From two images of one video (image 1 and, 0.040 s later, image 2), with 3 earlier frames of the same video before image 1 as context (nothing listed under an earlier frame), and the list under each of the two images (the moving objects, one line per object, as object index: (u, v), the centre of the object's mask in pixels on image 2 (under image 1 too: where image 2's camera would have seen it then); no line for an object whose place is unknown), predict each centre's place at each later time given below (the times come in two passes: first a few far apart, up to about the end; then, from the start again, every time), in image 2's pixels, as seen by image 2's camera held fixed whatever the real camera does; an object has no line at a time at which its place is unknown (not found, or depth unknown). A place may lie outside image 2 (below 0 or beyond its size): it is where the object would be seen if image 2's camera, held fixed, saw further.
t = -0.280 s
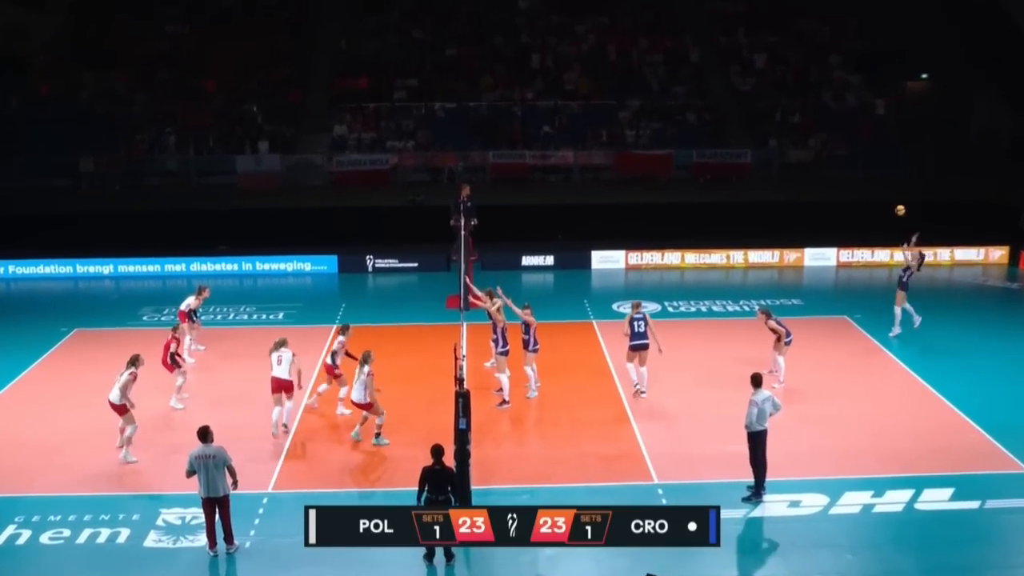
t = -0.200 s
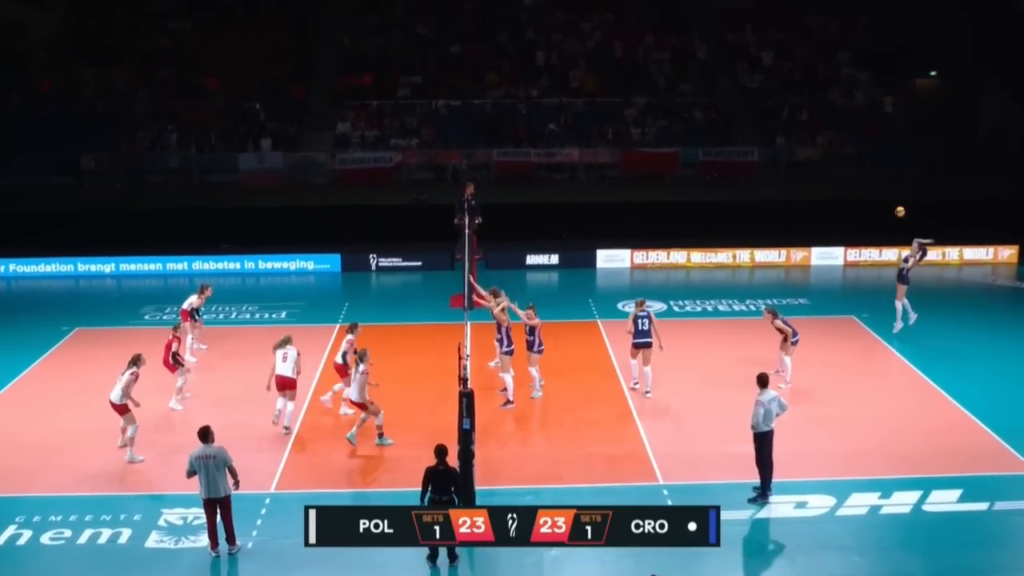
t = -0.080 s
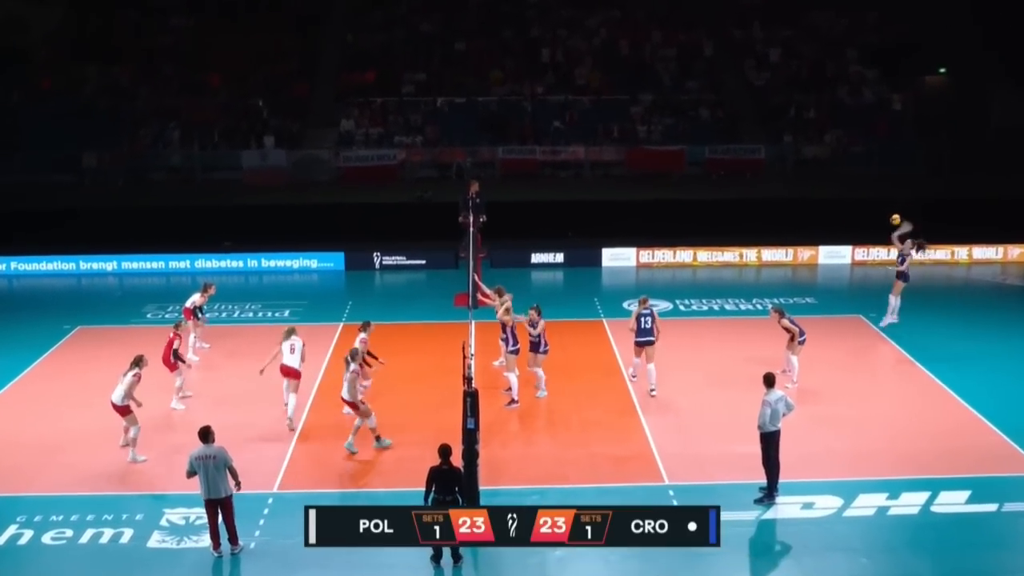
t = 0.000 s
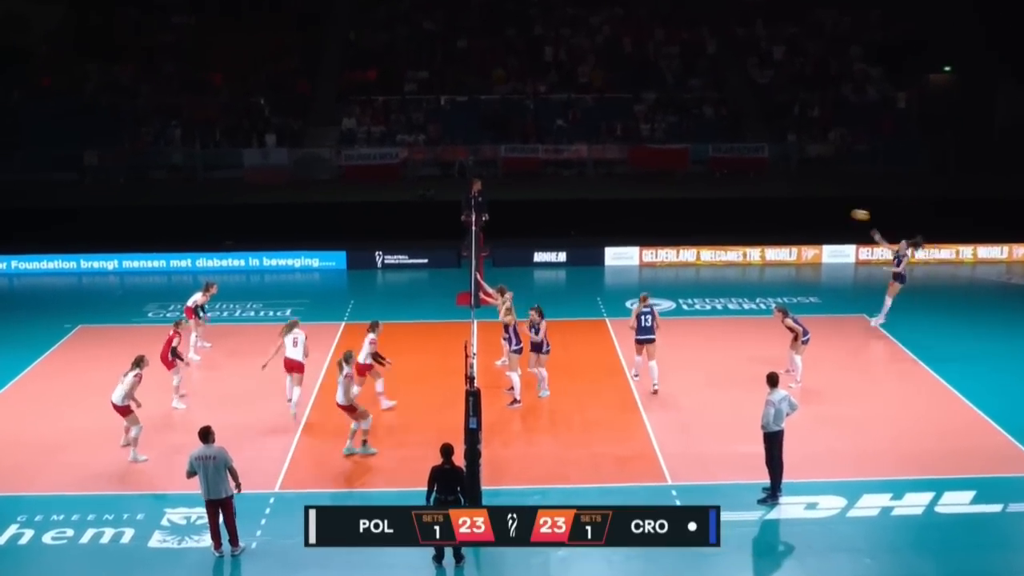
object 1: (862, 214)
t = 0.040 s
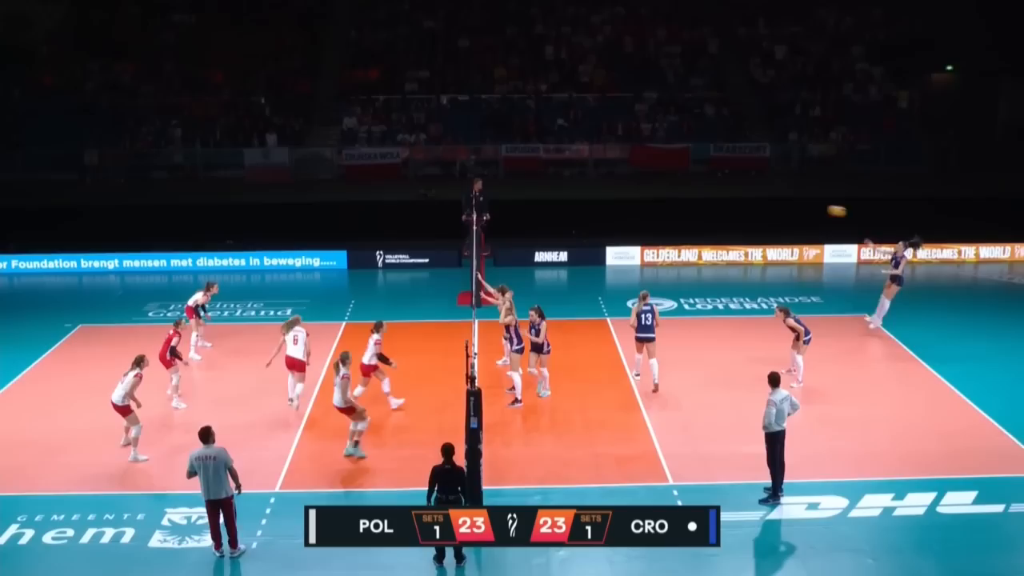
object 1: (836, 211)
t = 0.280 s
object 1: (678, 200)
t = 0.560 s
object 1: (475, 223)
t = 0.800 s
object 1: (289, 283)
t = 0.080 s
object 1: (811, 208)
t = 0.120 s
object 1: (785, 205)
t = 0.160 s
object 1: (759, 203)
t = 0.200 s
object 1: (732, 201)
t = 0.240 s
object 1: (705, 201)
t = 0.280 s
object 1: (678, 200)
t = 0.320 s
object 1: (650, 200)
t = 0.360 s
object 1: (622, 202)
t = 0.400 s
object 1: (593, 204)
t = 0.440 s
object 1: (564, 207)
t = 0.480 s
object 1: (535, 211)
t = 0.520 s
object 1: (505, 217)
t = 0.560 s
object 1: (475, 223)
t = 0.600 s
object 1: (445, 231)
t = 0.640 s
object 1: (414, 239)
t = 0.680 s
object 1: (384, 247)
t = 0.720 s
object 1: (354, 257)
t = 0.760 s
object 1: (321, 270)
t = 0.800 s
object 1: (289, 283)
